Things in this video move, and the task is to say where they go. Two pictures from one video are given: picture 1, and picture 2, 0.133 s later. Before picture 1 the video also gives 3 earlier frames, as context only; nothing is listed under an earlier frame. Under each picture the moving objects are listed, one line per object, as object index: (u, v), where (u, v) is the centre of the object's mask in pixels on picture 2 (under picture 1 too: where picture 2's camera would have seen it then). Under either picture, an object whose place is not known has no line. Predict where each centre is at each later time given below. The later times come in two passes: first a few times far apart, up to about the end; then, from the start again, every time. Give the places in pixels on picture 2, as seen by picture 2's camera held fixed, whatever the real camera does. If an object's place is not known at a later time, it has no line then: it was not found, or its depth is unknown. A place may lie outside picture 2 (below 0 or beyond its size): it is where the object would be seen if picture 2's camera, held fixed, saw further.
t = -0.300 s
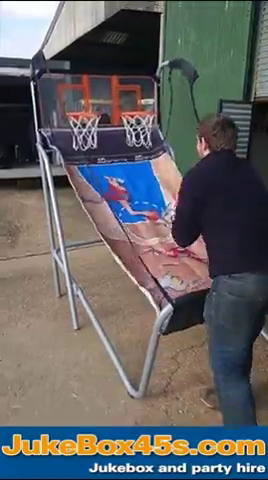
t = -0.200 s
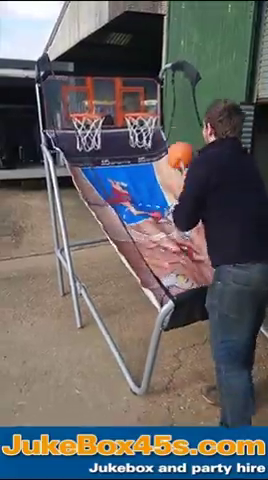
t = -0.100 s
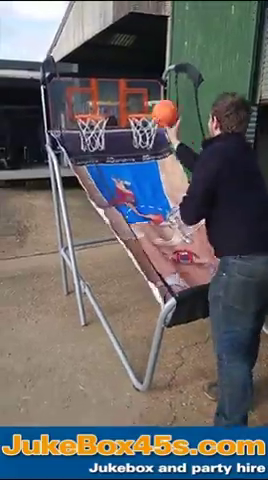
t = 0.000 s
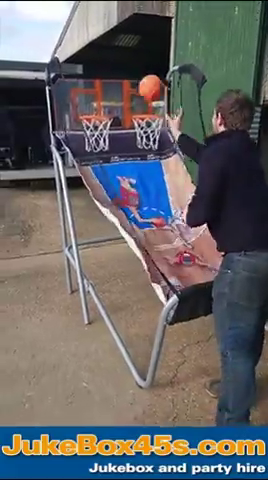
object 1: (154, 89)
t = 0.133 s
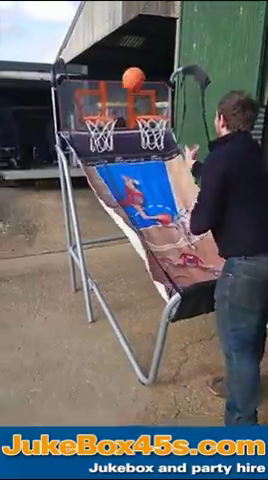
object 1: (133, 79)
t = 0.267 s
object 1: (115, 92)
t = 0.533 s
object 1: (98, 120)
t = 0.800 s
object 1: (109, 141)
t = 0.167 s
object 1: (128, 80)
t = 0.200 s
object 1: (123, 83)
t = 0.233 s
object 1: (118, 86)
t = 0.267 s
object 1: (115, 92)
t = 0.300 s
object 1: (110, 99)
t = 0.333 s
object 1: (106, 106)
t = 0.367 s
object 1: (101, 113)
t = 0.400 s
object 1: (97, 115)
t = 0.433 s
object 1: (94, 116)
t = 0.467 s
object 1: (94, 117)
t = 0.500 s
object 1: (96, 118)
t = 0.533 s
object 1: (98, 120)
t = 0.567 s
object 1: (102, 121)
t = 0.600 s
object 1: (105, 123)
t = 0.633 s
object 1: (105, 124)
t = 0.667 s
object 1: (105, 126)
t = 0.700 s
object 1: (107, 127)
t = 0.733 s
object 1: (108, 132)
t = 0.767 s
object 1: (108, 137)
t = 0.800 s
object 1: (109, 141)
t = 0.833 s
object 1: (112, 147)
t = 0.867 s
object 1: (114, 150)
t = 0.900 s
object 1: (115, 153)
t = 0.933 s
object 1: (118, 157)
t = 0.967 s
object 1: (120, 160)
